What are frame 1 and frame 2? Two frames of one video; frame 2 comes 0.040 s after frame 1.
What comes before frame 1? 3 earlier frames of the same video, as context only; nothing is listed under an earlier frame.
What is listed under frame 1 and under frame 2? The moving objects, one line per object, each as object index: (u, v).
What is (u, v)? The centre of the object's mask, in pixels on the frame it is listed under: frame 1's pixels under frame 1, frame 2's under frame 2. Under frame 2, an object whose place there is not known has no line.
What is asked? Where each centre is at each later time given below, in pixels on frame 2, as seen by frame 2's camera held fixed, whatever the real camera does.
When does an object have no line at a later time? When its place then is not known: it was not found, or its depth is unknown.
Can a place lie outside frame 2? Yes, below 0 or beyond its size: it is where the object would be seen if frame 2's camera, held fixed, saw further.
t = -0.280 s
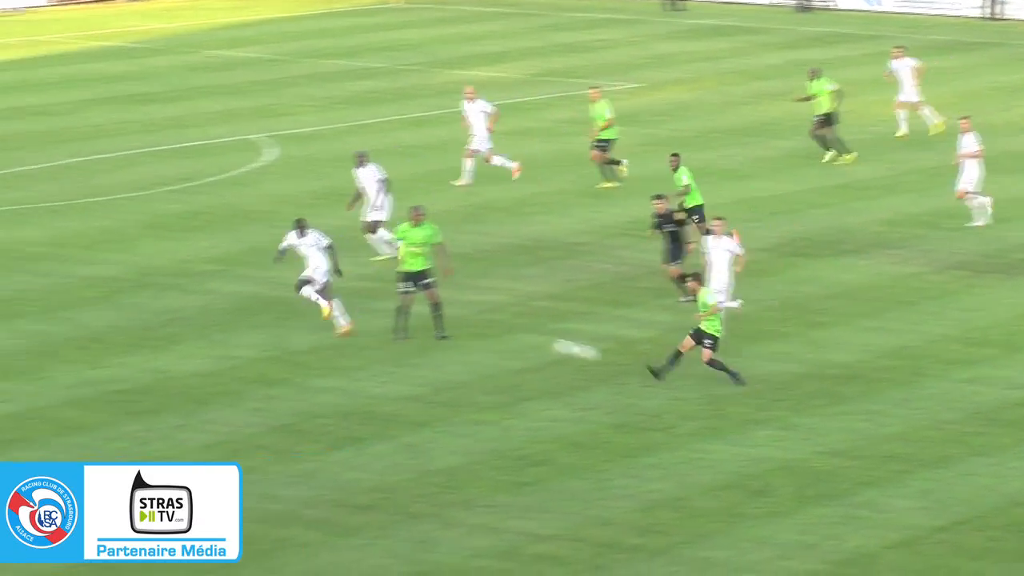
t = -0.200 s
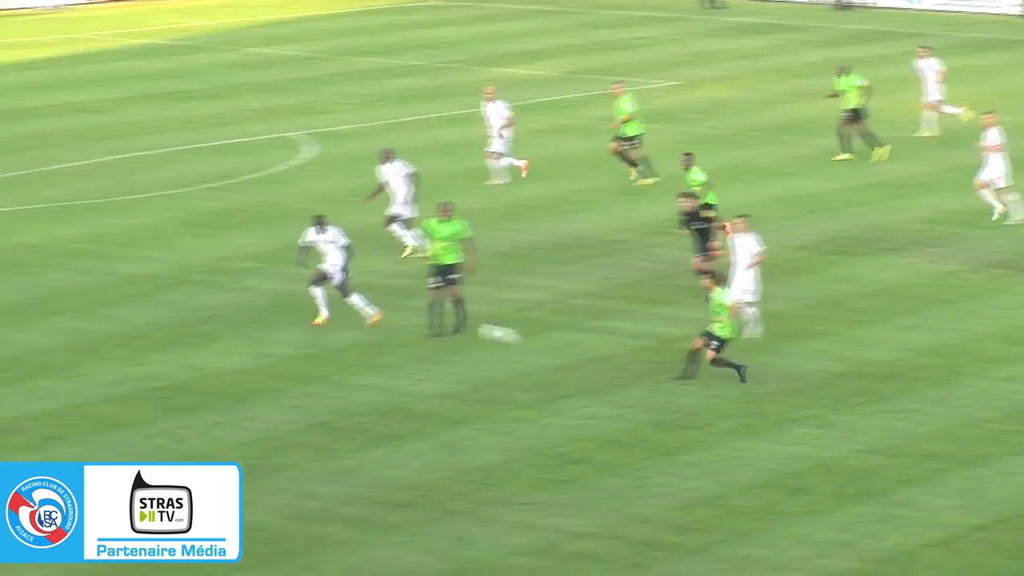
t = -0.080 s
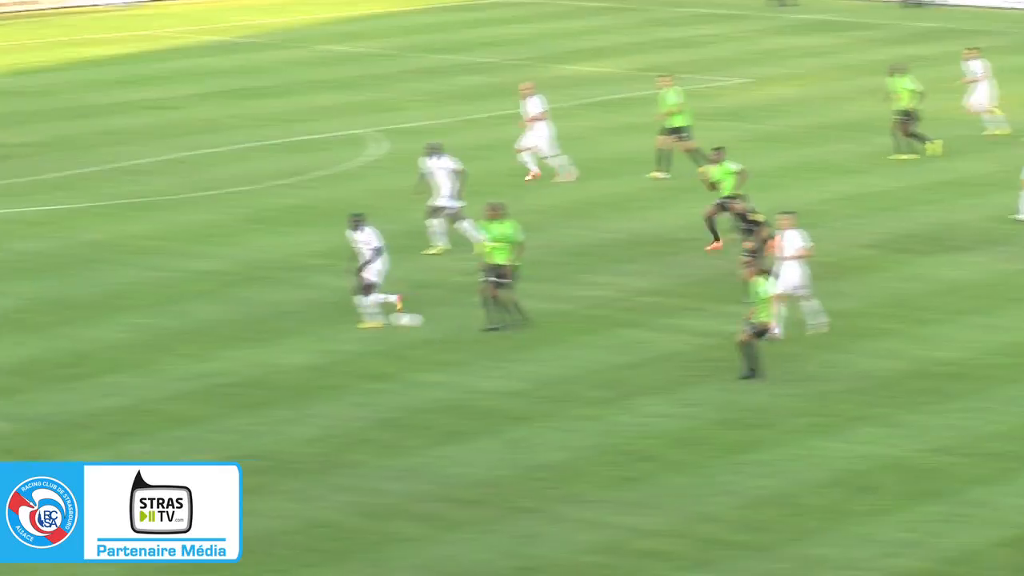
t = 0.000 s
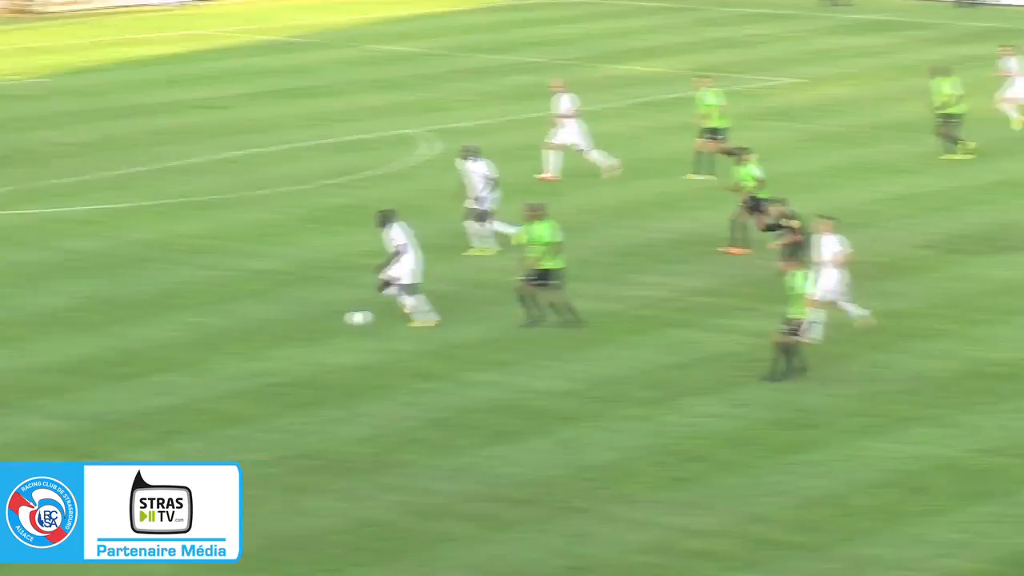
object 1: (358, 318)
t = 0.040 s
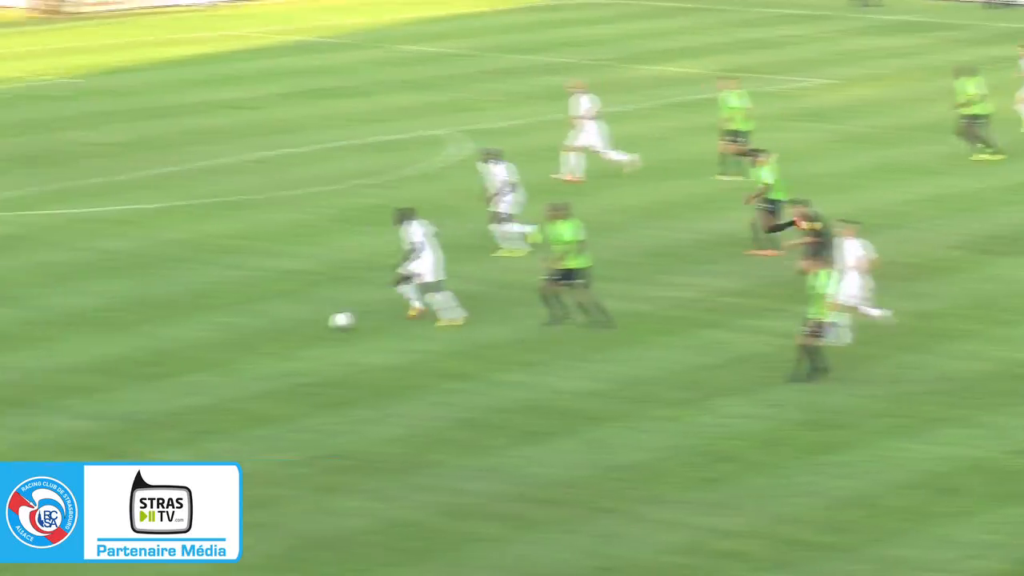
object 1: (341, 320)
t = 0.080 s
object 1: (296, 318)
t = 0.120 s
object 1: (258, 311)
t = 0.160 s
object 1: (220, 305)
